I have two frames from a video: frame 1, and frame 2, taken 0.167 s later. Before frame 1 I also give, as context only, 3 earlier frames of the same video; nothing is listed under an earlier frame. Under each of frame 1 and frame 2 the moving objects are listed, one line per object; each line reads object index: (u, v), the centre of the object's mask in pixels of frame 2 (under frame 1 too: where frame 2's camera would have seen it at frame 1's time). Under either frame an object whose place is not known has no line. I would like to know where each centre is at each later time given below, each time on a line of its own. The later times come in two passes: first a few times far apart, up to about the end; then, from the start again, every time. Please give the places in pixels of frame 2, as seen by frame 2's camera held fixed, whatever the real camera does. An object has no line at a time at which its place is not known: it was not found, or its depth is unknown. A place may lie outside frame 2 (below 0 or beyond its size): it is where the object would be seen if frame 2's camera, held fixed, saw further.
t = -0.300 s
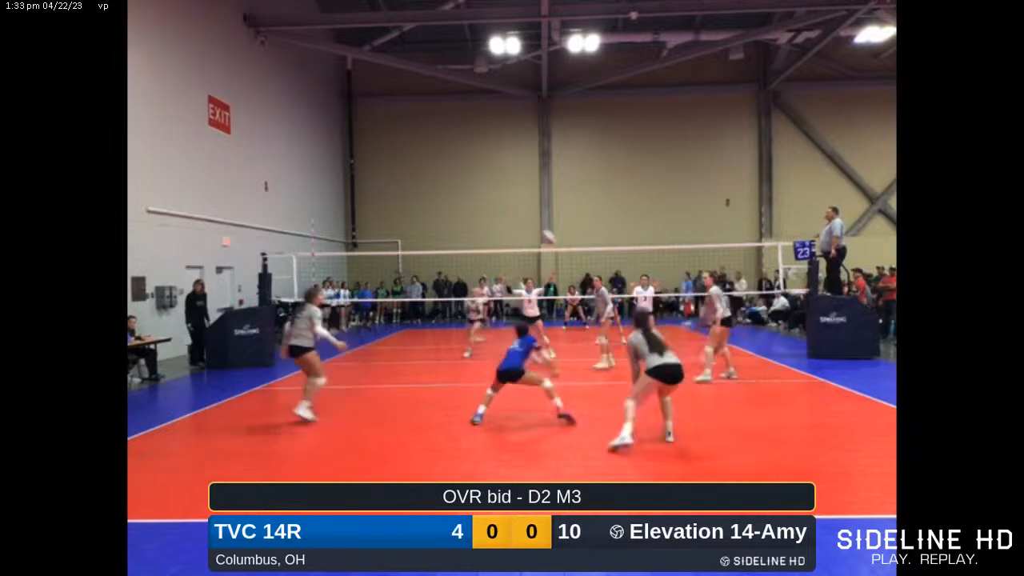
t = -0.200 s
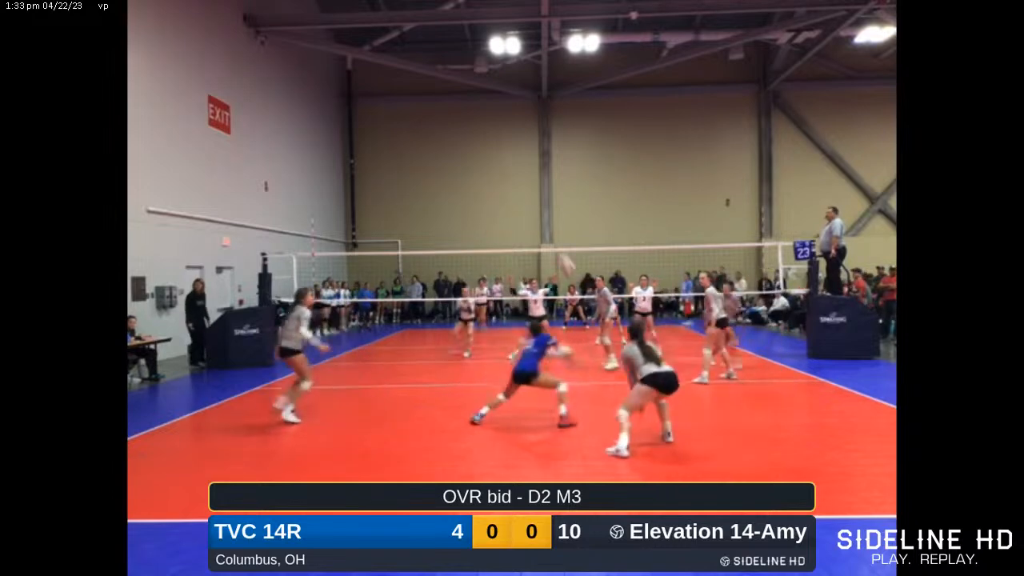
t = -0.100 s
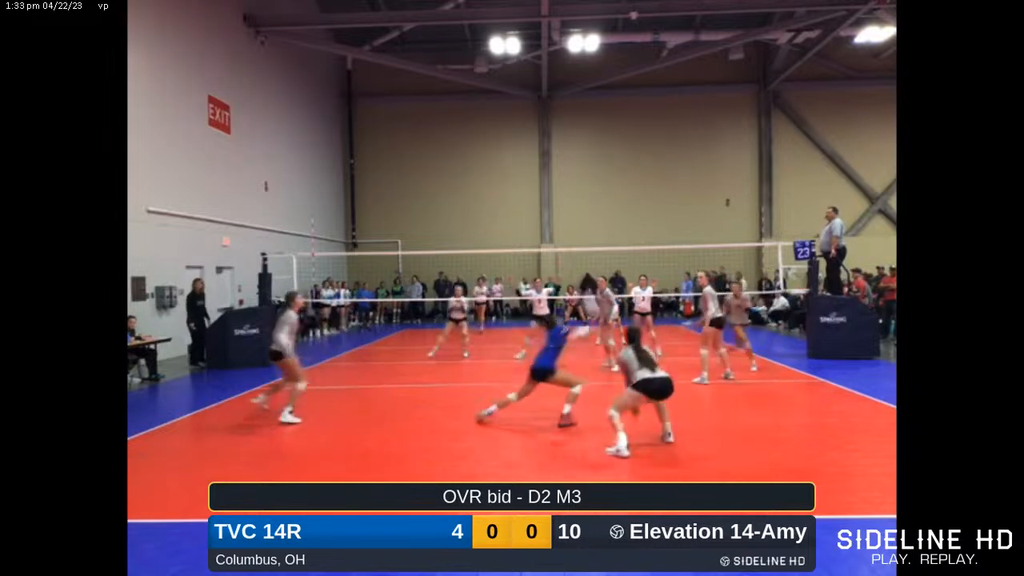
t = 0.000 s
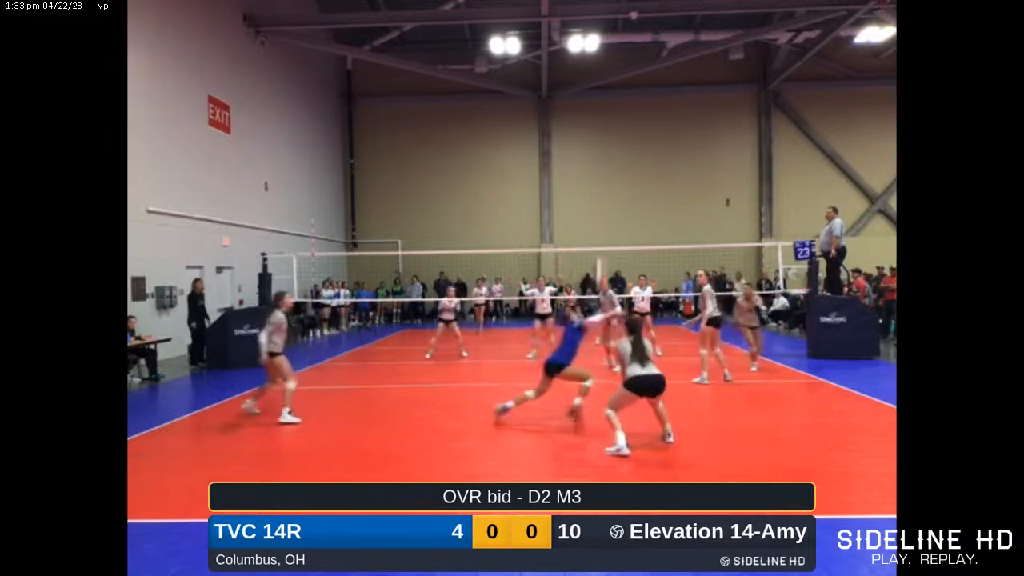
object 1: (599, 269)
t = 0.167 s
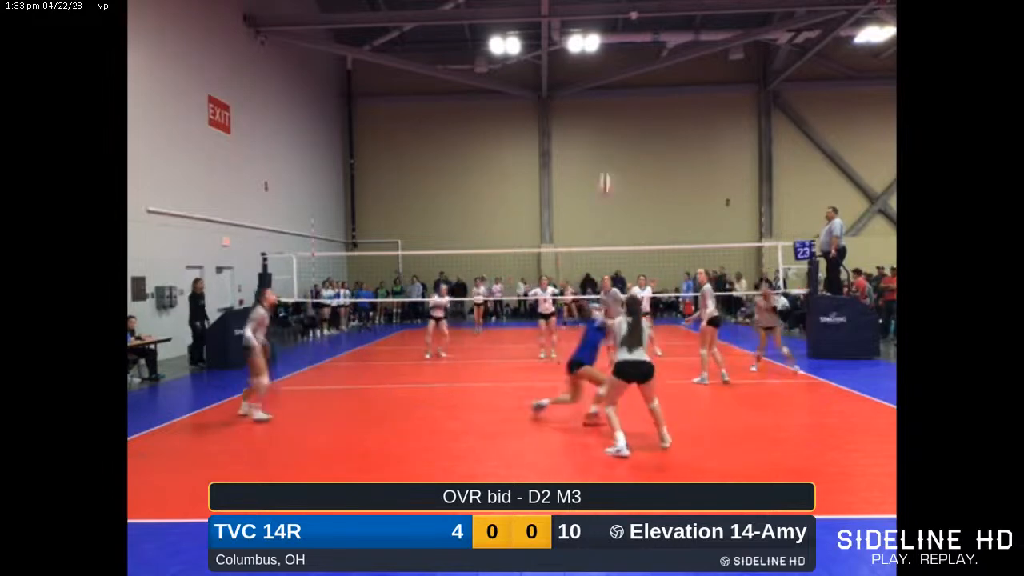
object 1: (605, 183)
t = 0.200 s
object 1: (606, 169)
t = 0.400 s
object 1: (613, 107)
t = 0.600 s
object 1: (620, 79)
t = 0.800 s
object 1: (626, 78)
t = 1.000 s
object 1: (632, 104)
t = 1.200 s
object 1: (637, 149)
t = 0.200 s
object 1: (606, 169)
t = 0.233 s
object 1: (608, 156)
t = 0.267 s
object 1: (610, 143)
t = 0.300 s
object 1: (611, 132)
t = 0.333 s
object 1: (611, 123)
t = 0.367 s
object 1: (613, 115)
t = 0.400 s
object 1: (613, 107)
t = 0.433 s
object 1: (614, 100)
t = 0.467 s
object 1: (615, 96)
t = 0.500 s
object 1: (617, 89)
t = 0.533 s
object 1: (618, 86)
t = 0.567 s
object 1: (619, 82)
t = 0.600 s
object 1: (620, 79)
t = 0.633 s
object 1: (621, 78)
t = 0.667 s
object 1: (622, 76)
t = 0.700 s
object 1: (623, 76)
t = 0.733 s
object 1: (624, 76)
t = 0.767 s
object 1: (625, 76)
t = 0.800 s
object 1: (626, 78)
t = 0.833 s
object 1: (627, 81)
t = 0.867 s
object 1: (628, 84)
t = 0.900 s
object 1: (629, 88)
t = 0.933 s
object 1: (630, 93)
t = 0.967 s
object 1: (631, 98)
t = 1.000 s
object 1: (632, 104)
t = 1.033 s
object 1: (633, 111)
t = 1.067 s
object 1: (634, 117)
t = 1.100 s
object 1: (635, 124)
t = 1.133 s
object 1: (636, 131)
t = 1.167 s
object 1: (637, 140)
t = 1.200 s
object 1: (637, 149)
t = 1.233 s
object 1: (638, 159)
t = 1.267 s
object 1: (640, 169)
